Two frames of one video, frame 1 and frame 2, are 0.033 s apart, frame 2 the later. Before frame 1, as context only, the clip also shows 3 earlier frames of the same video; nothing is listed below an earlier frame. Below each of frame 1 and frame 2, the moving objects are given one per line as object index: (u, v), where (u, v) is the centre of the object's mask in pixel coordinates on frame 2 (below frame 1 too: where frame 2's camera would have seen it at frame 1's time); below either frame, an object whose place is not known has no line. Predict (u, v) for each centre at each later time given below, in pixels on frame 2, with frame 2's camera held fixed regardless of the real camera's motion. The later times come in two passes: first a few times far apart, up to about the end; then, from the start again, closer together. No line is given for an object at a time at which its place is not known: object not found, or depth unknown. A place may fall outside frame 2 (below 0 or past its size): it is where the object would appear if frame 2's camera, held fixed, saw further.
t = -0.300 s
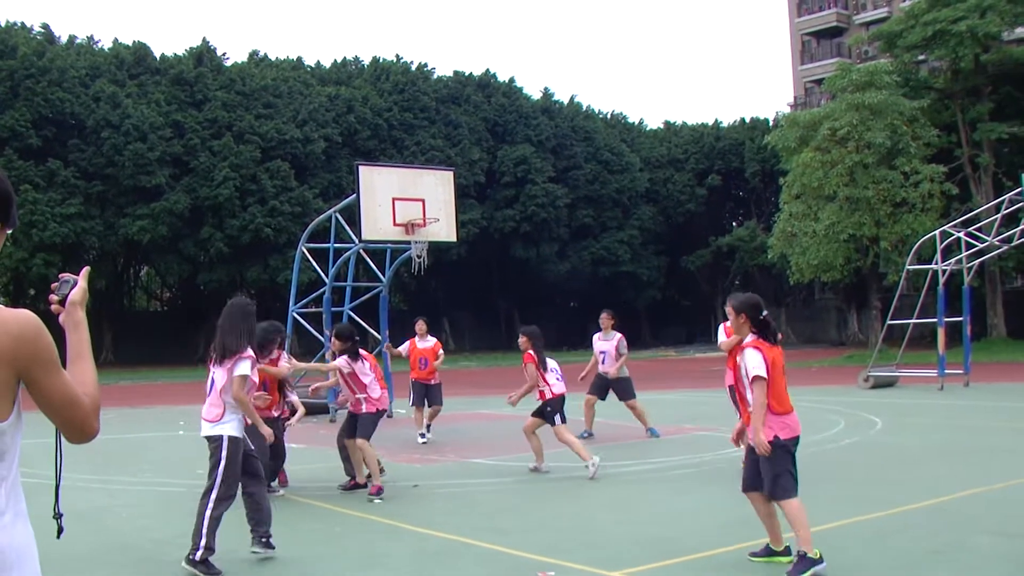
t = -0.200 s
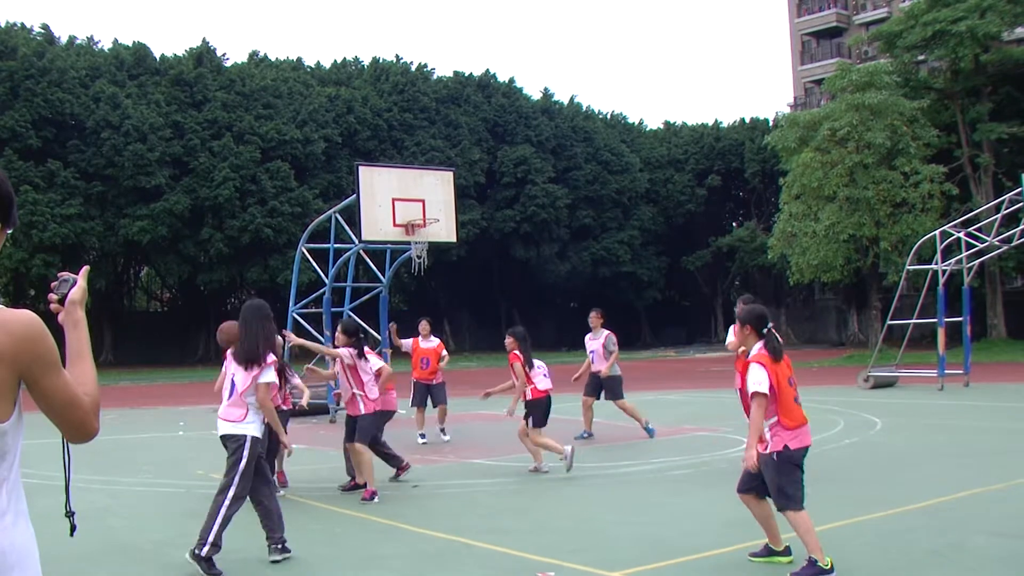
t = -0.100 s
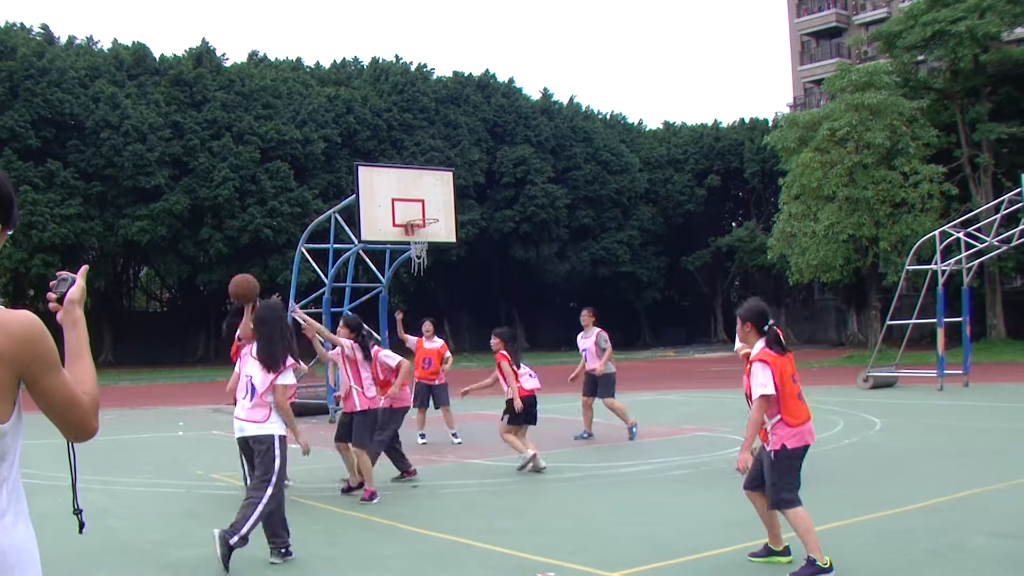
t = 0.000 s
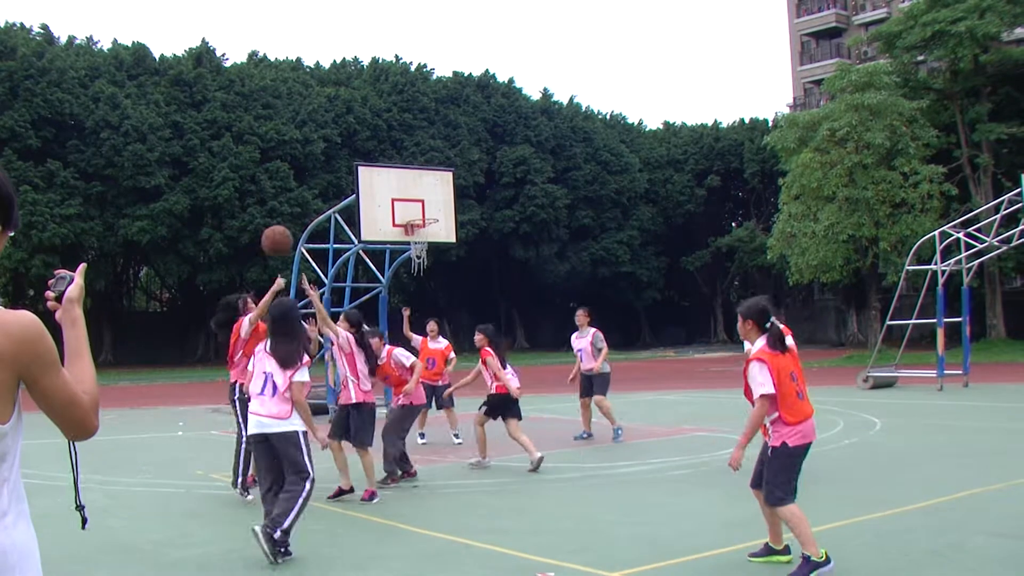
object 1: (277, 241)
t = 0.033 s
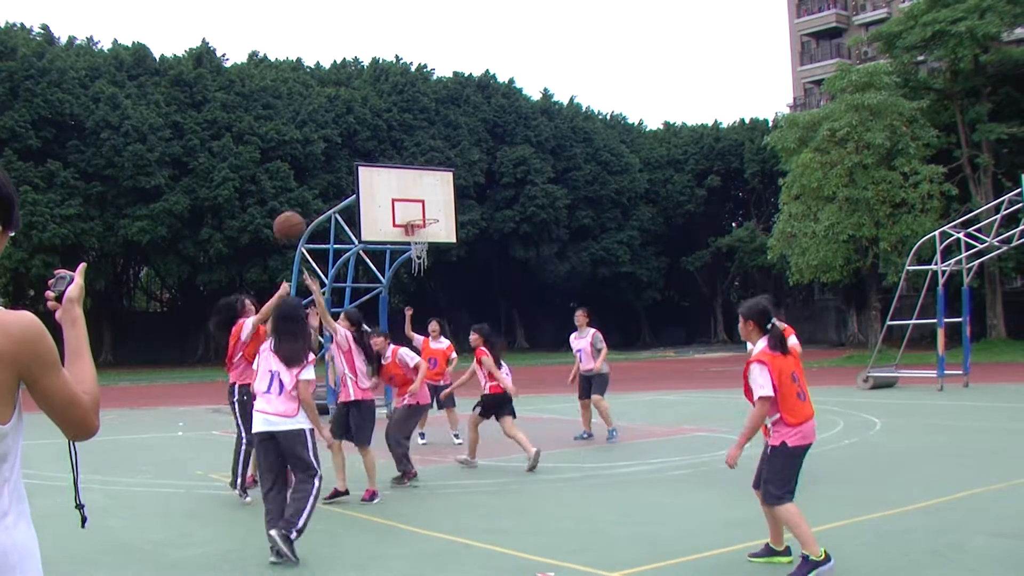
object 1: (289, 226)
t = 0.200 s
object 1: (356, 174)
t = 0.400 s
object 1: (455, 155)
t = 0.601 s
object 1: (580, 201)
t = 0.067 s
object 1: (301, 214)
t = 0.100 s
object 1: (315, 203)
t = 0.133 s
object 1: (328, 192)
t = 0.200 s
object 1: (356, 174)
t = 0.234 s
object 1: (371, 168)
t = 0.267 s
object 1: (387, 162)
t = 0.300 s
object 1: (403, 158)
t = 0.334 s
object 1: (420, 156)
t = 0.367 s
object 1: (437, 155)
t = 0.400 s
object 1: (455, 155)
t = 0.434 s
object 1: (474, 156)
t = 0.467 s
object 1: (493, 163)
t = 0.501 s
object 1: (513, 169)
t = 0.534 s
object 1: (535, 177)
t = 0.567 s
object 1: (557, 187)
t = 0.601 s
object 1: (580, 201)
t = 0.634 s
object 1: (604, 218)
